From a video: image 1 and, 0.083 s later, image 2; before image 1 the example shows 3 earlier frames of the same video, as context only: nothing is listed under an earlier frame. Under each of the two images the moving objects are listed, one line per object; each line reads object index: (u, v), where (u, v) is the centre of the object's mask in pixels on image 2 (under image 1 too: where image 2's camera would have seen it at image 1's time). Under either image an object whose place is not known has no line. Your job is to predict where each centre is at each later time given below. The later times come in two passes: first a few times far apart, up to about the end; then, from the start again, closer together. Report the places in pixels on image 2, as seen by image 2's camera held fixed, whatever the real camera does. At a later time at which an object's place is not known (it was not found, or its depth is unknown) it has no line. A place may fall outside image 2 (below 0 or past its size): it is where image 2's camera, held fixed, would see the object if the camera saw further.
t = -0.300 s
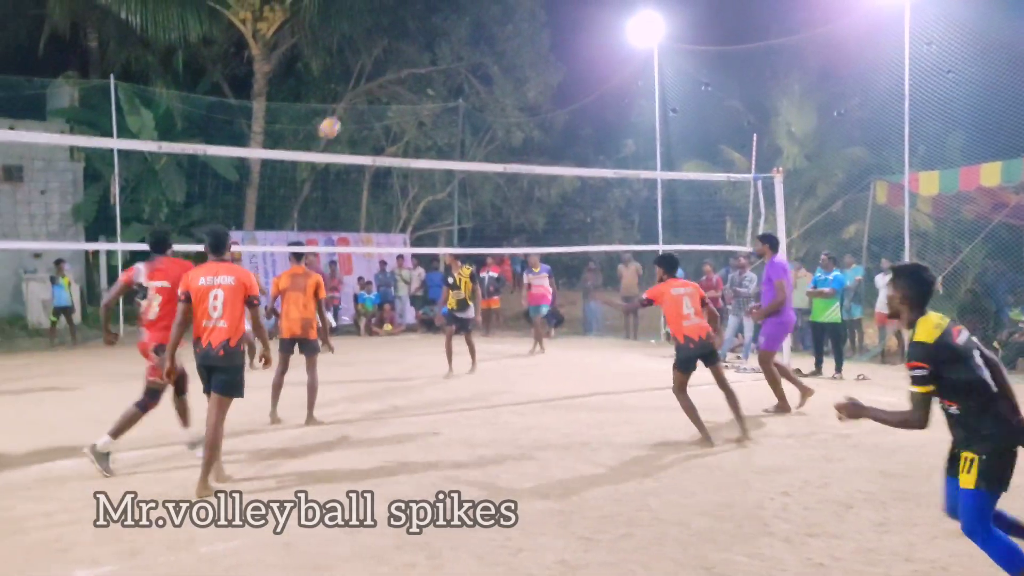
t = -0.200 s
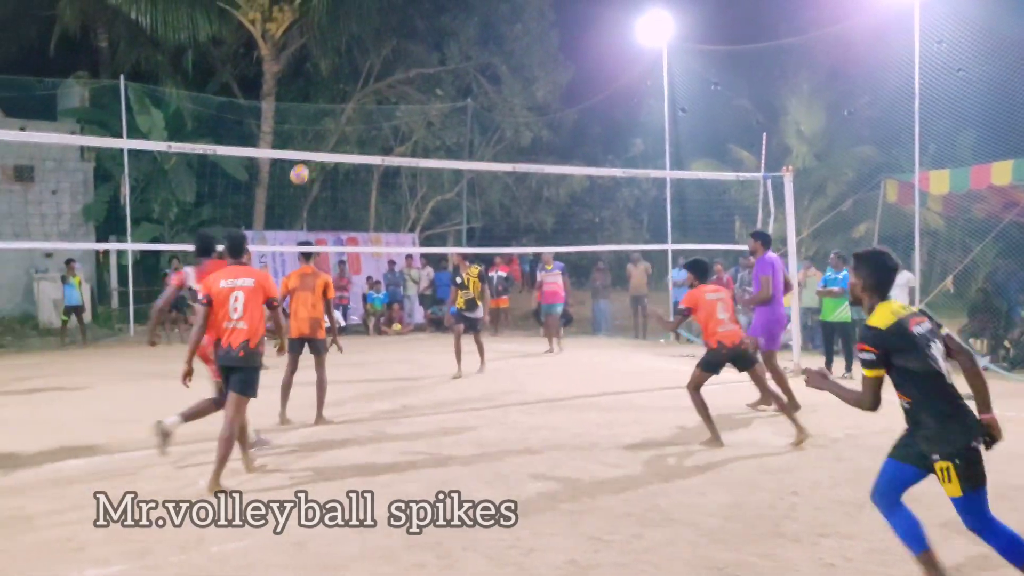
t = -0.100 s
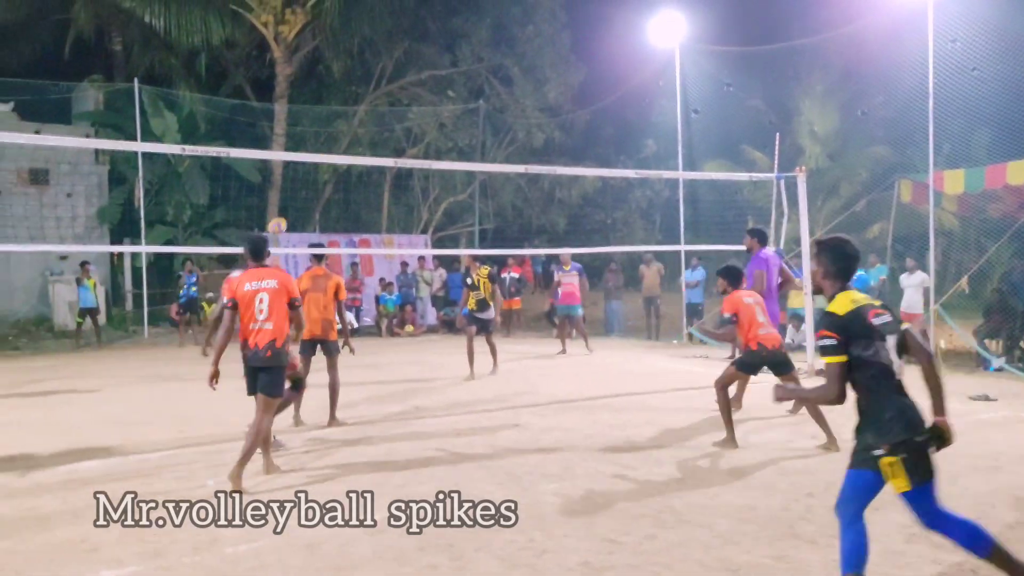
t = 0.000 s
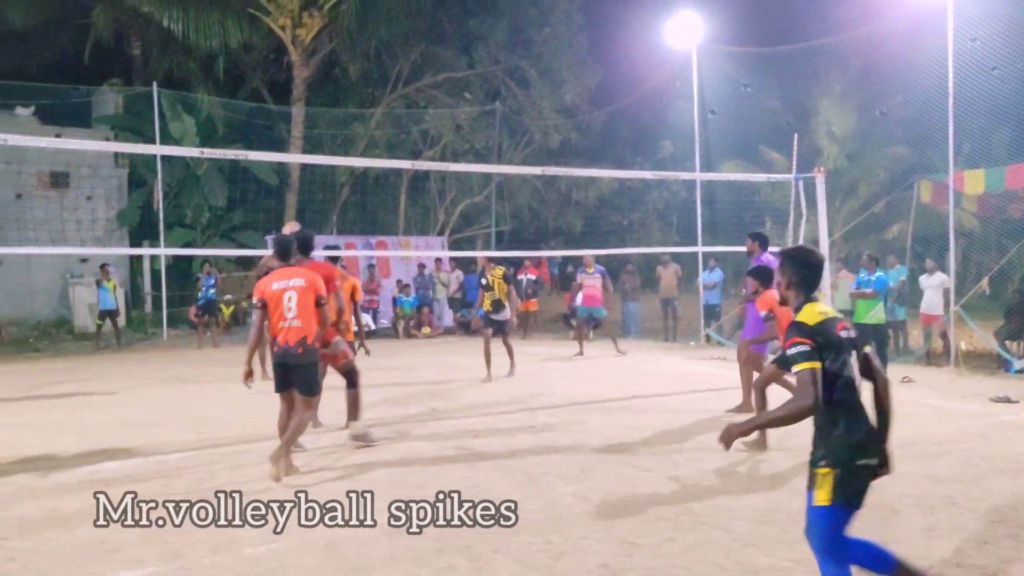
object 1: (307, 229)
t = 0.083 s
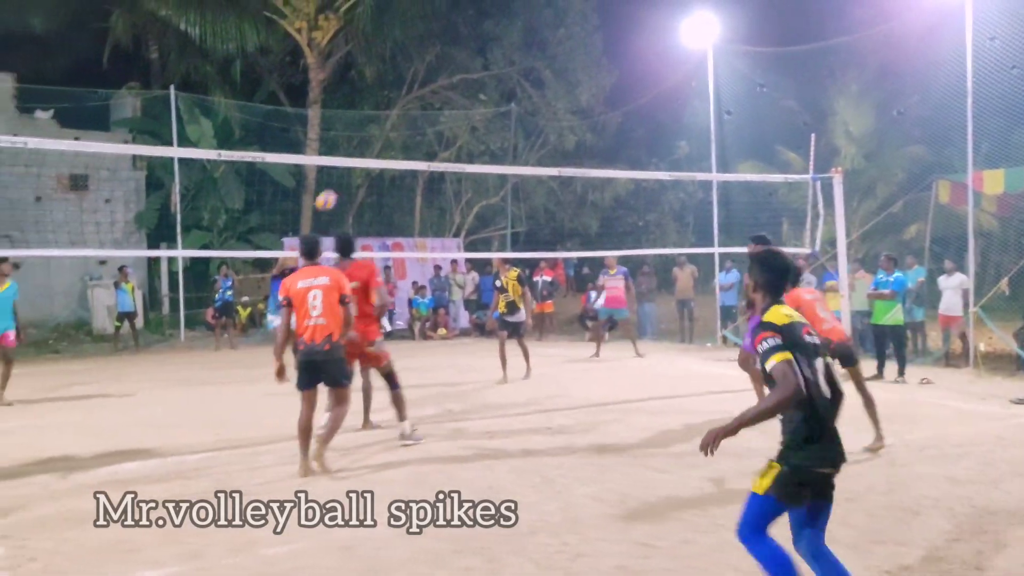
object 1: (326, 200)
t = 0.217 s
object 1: (361, 153)
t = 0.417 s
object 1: (421, 112)
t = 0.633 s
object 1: (498, 101)
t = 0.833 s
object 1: (585, 138)
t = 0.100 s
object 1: (330, 195)
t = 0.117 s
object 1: (334, 189)
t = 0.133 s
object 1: (338, 183)
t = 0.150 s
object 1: (342, 177)
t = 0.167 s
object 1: (346, 173)
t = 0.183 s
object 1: (350, 169)
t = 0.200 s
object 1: (356, 161)
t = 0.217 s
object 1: (361, 153)
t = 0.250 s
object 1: (369, 147)
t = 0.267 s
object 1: (374, 143)
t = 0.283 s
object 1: (378, 139)
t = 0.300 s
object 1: (384, 135)
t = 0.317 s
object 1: (389, 131)
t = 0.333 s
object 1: (394, 127)
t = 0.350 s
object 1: (399, 124)
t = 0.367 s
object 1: (404, 121)
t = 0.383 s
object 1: (410, 118)
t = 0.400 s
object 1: (415, 115)
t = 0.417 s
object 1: (421, 112)
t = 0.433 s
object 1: (426, 110)
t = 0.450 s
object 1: (432, 108)
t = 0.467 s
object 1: (437, 106)
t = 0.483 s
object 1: (443, 104)
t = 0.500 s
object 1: (449, 103)
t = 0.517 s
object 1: (455, 101)
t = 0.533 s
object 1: (461, 100)
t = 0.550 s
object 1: (467, 100)
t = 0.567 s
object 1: (473, 100)
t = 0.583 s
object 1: (479, 100)
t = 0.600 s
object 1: (485, 100)
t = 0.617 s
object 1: (492, 100)
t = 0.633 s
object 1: (498, 101)
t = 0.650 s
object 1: (505, 103)
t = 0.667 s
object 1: (511, 104)
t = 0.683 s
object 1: (518, 106)
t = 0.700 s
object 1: (525, 108)
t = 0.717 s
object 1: (532, 110)
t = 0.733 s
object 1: (539, 113)
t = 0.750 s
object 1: (547, 116)
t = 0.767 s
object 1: (554, 120)
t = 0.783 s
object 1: (562, 124)
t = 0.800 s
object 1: (569, 128)
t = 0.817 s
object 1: (577, 133)
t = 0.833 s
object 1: (585, 138)
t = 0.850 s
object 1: (593, 144)
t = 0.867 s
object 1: (600, 150)
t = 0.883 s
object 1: (609, 156)
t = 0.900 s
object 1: (617, 162)
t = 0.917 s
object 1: (626, 170)
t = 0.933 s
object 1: (635, 178)
